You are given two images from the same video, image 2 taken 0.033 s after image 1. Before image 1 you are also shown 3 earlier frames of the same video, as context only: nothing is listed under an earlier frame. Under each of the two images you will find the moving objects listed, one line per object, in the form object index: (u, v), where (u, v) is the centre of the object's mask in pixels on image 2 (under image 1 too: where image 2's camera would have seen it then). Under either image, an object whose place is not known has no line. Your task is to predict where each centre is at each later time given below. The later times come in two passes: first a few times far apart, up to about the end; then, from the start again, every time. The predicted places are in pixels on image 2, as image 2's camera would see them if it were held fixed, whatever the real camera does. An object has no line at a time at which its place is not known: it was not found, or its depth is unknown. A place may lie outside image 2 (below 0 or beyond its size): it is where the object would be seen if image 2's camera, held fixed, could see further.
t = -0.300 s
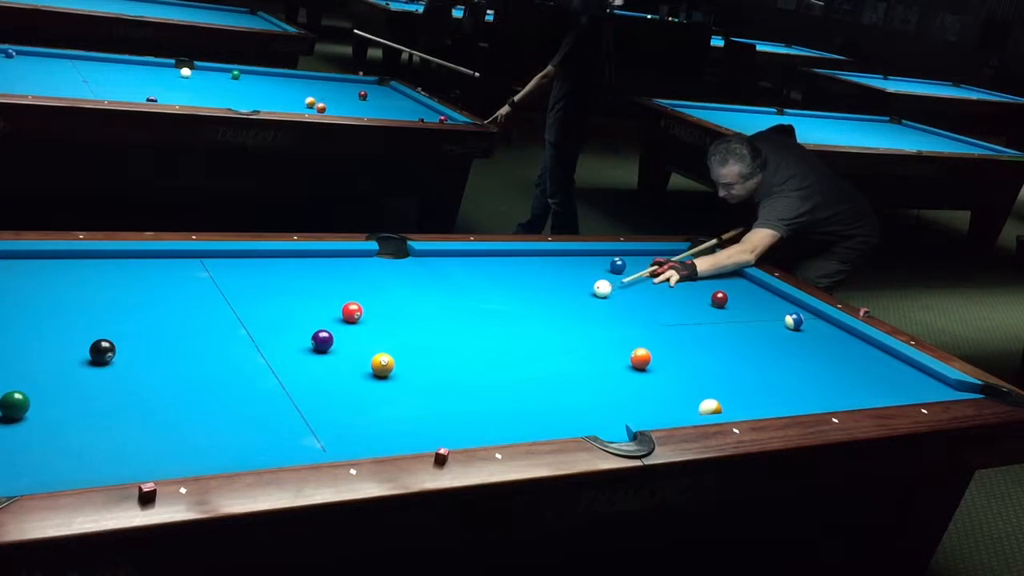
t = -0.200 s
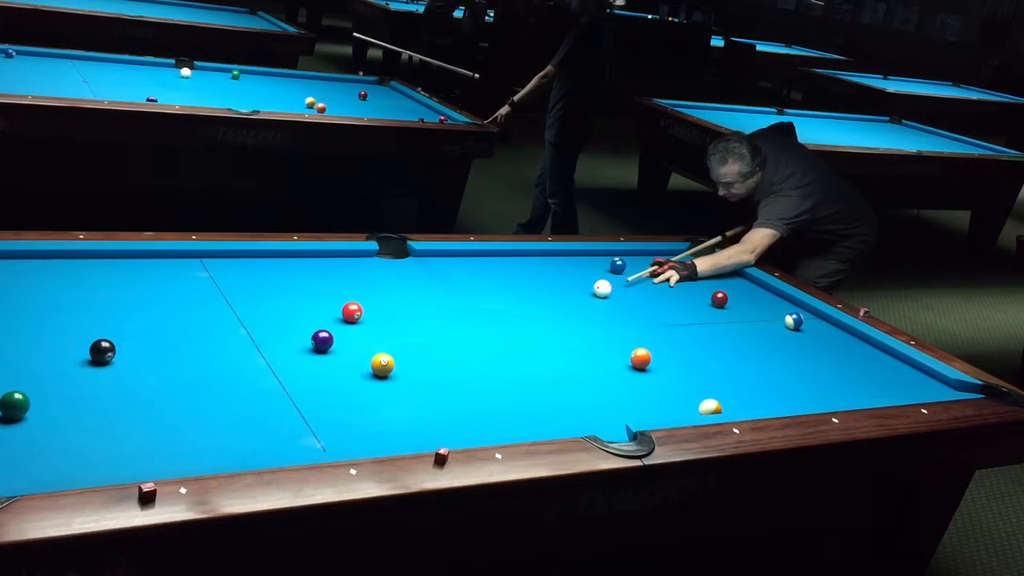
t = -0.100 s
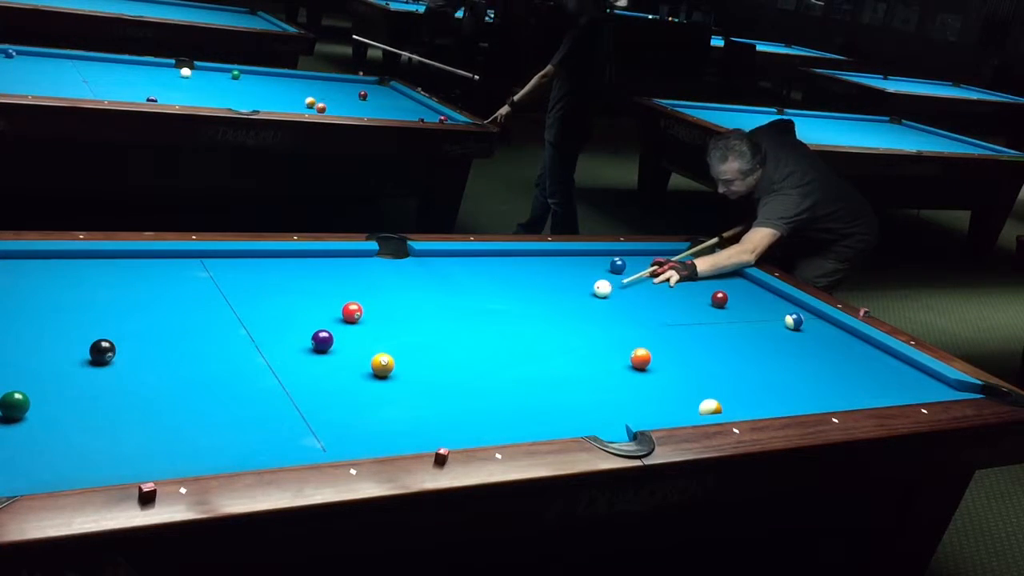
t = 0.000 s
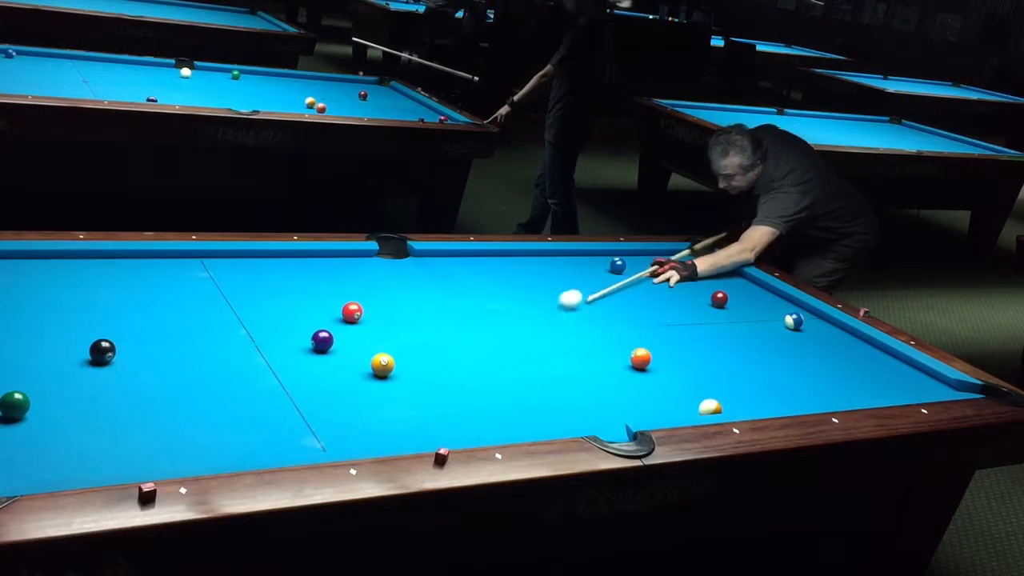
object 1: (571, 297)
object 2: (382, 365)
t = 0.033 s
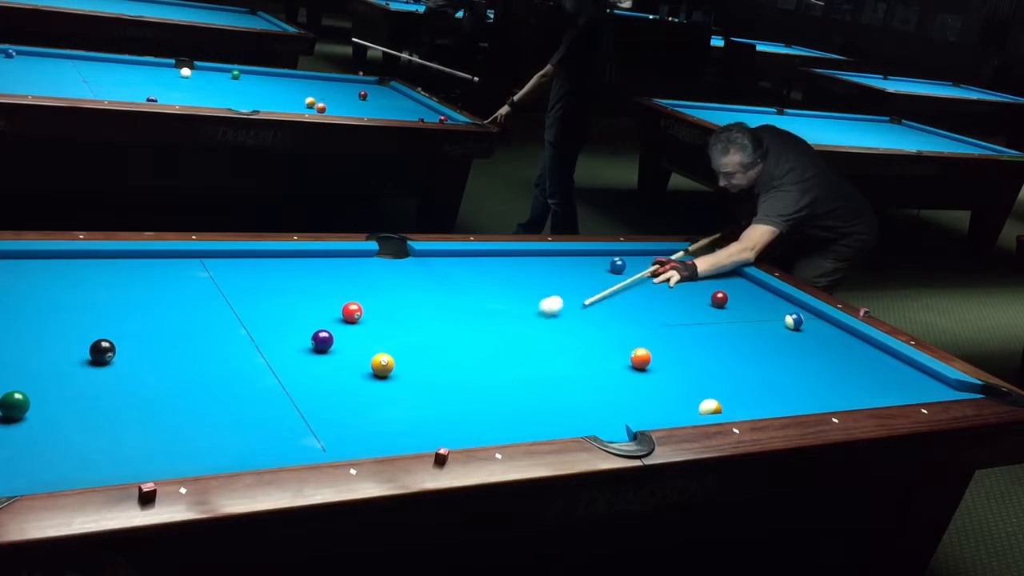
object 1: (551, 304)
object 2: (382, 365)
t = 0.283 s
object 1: (399, 361)
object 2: (369, 370)
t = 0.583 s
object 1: (410, 362)
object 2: (113, 449)
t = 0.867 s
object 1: (419, 363)
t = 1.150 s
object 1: (424, 364)
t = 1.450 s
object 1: (427, 363)
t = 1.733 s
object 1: (428, 363)
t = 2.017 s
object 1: (428, 363)
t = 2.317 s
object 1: (428, 363)
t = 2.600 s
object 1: (428, 363)
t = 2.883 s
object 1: (428, 363)
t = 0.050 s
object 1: (541, 309)
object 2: (382, 365)
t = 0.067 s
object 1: (531, 313)
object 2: (382, 365)
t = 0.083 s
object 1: (521, 316)
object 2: (382, 365)
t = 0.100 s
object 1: (510, 320)
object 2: (382, 365)
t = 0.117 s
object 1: (499, 324)
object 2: (382, 365)
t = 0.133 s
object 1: (489, 328)
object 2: (382, 365)
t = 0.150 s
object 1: (478, 331)
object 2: (382, 365)
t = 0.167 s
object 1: (468, 335)
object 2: (382, 365)
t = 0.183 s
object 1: (457, 338)
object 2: (382, 365)
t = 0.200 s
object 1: (445, 343)
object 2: (382, 365)
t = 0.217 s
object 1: (434, 347)
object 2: (382, 365)
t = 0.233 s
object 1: (422, 351)
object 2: (382, 365)
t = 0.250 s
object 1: (411, 355)
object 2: (382, 365)
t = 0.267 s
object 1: (402, 358)
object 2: (383, 365)
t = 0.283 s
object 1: (399, 361)
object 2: (369, 370)
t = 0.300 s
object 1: (399, 361)
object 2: (357, 372)
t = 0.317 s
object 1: (400, 361)
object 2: (344, 376)
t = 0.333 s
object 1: (400, 361)
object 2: (331, 380)
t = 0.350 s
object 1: (401, 361)
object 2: (317, 385)
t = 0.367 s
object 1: (402, 361)
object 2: (303, 390)
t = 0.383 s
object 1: (402, 361)
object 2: (289, 394)
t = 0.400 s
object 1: (403, 361)
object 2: (275, 399)
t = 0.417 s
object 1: (404, 361)
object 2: (261, 403)
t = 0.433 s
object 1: (405, 362)
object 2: (246, 408)
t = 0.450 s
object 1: (405, 361)
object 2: (232, 412)
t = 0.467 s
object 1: (406, 361)
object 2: (217, 417)
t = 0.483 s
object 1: (407, 361)
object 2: (203, 422)
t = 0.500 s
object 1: (407, 362)
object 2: (189, 426)
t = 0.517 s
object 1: (408, 362)
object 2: (173, 431)
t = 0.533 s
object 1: (408, 362)
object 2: (159, 435)
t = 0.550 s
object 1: (409, 362)
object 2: (143, 440)
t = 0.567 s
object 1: (409, 362)
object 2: (129, 445)
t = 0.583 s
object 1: (410, 362)
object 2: (113, 449)
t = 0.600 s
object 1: (411, 362)
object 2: (97, 454)
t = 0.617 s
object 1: (411, 362)
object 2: (82, 458)
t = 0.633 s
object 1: (412, 362)
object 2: (66, 462)
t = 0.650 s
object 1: (412, 362)
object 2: (49, 465)
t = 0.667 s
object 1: (413, 362)
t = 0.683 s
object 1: (413, 363)
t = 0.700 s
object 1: (414, 363)
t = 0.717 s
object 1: (415, 363)
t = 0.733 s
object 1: (415, 363)
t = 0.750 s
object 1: (416, 363)
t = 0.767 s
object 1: (416, 363)
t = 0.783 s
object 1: (417, 363)
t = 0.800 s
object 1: (417, 363)
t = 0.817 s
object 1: (418, 363)
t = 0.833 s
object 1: (418, 363)
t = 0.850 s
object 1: (418, 363)
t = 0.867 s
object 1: (419, 363)
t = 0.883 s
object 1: (419, 363)
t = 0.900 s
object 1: (420, 363)
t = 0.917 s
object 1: (420, 363)
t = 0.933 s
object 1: (420, 363)
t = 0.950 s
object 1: (421, 363)
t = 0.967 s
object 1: (421, 363)
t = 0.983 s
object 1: (421, 363)
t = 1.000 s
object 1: (422, 363)
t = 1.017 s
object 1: (422, 363)
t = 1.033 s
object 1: (422, 364)
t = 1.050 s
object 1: (423, 363)
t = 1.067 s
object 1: (423, 363)
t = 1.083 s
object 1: (424, 363)
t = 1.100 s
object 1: (424, 363)
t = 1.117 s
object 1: (424, 364)
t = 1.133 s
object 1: (424, 364)
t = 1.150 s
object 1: (424, 364)
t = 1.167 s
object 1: (425, 364)
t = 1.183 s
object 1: (425, 364)
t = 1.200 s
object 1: (425, 364)
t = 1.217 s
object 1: (426, 364)
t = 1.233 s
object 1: (426, 364)
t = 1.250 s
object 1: (426, 364)
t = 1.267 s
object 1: (426, 364)
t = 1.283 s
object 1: (426, 364)
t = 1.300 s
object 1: (426, 364)
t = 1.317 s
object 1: (427, 364)
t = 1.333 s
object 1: (427, 364)
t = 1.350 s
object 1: (427, 364)
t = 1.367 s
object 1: (427, 364)
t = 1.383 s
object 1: (427, 364)
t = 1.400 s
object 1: (427, 364)
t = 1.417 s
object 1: (427, 363)
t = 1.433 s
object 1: (427, 363)
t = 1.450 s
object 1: (427, 363)
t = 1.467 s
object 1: (427, 363)
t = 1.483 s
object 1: (428, 363)
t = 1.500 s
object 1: (428, 363)
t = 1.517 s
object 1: (428, 364)
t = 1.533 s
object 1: (428, 363)
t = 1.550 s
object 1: (428, 363)
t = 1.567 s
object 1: (428, 363)
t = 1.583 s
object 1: (428, 363)
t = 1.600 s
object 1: (428, 363)
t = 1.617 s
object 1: (428, 363)
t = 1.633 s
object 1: (428, 363)
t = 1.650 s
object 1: (428, 363)
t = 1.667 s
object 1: (428, 363)
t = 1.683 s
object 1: (428, 363)
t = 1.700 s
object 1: (428, 363)
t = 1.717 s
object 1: (428, 363)
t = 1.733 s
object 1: (428, 363)
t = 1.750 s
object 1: (428, 363)
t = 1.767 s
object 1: (428, 363)
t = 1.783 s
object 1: (428, 363)
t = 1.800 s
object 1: (428, 363)
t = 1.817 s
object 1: (428, 364)
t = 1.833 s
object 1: (428, 363)
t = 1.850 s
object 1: (428, 364)
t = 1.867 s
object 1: (428, 363)
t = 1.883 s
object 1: (428, 363)
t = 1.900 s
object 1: (428, 364)
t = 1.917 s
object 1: (428, 363)
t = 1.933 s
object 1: (428, 363)
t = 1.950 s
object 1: (428, 363)
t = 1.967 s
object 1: (428, 363)
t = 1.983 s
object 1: (428, 363)
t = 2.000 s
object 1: (428, 364)
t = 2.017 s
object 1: (428, 363)
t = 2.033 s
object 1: (428, 364)
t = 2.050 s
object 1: (428, 363)
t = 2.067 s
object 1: (428, 363)
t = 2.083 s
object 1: (428, 363)
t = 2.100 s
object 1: (428, 363)
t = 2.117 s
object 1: (428, 364)
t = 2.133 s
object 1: (428, 363)
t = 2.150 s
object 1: (428, 363)
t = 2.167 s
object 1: (428, 364)
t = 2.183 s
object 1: (428, 363)
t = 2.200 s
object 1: (428, 363)
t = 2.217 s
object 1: (428, 363)
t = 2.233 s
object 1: (428, 363)
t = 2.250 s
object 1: (428, 363)
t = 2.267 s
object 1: (428, 363)
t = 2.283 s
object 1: (428, 363)
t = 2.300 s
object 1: (428, 363)
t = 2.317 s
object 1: (428, 363)
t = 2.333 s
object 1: (428, 363)
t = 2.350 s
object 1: (428, 364)
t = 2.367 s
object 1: (428, 363)
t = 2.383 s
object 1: (428, 363)
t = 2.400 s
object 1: (428, 363)
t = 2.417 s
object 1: (428, 363)
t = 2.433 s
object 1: (428, 363)
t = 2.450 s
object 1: (428, 363)
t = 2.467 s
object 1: (428, 363)
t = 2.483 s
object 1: (428, 363)
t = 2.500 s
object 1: (428, 363)
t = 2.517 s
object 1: (428, 363)
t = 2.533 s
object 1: (428, 363)
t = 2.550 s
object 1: (428, 363)
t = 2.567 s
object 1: (428, 363)
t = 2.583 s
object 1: (428, 363)
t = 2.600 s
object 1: (428, 363)
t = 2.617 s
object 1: (428, 363)
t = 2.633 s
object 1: (428, 363)
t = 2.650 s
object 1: (428, 363)
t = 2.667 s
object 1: (428, 363)
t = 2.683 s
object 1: (428, 363)
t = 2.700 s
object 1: (428, 363)
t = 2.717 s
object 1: (428, 364)
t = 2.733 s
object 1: (428, 363)
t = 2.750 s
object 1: (428, 364)
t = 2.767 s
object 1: (428, 364)
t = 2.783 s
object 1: (428, 363)
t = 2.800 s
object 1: (428, 363)
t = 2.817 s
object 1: (428, 363)
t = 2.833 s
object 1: (428, 364)
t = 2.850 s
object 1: (428, 363)
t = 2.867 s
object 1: (428, 363)
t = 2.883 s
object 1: (428, 363)
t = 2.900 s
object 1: (428, 363)
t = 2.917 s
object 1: (428, 363)
